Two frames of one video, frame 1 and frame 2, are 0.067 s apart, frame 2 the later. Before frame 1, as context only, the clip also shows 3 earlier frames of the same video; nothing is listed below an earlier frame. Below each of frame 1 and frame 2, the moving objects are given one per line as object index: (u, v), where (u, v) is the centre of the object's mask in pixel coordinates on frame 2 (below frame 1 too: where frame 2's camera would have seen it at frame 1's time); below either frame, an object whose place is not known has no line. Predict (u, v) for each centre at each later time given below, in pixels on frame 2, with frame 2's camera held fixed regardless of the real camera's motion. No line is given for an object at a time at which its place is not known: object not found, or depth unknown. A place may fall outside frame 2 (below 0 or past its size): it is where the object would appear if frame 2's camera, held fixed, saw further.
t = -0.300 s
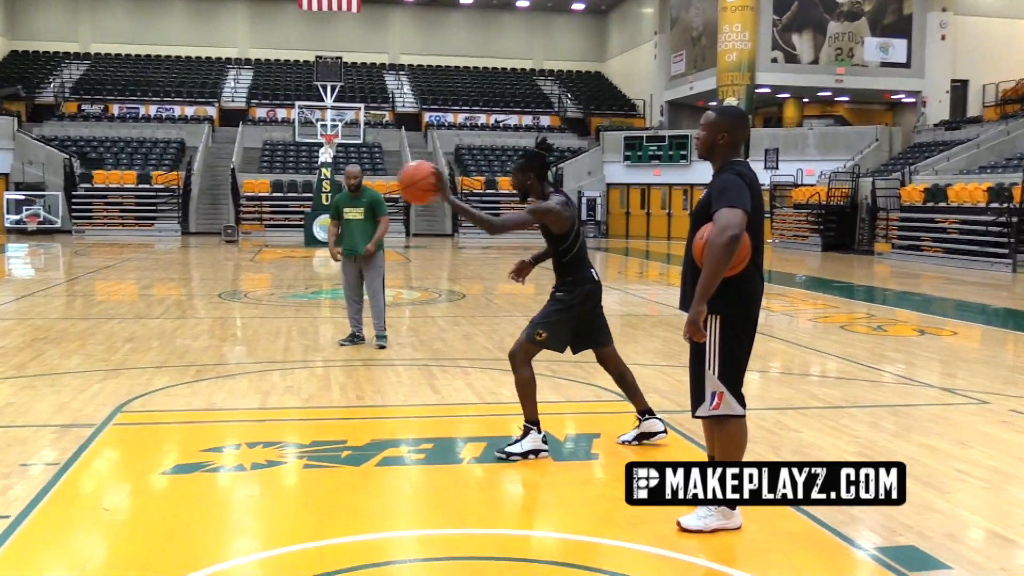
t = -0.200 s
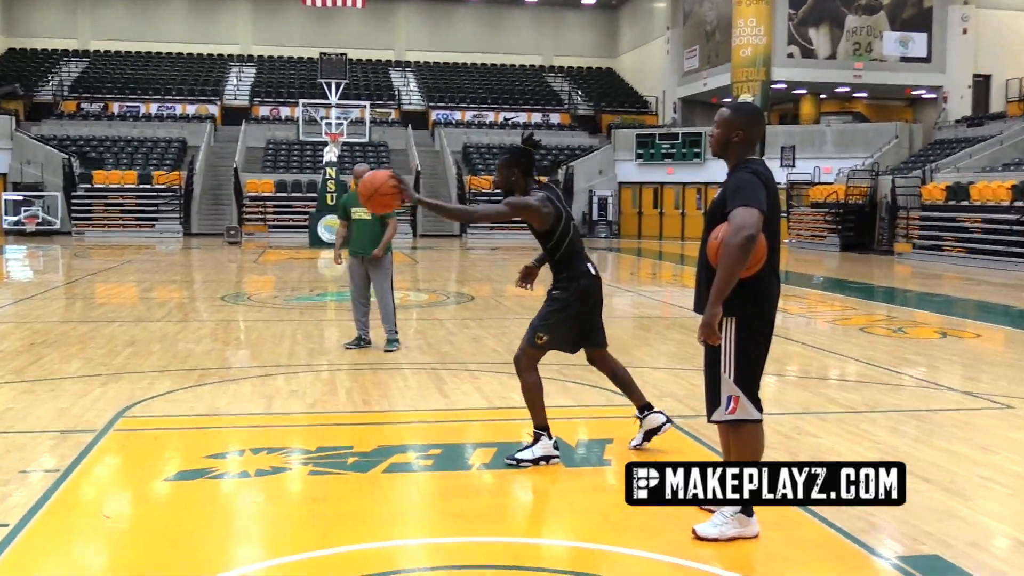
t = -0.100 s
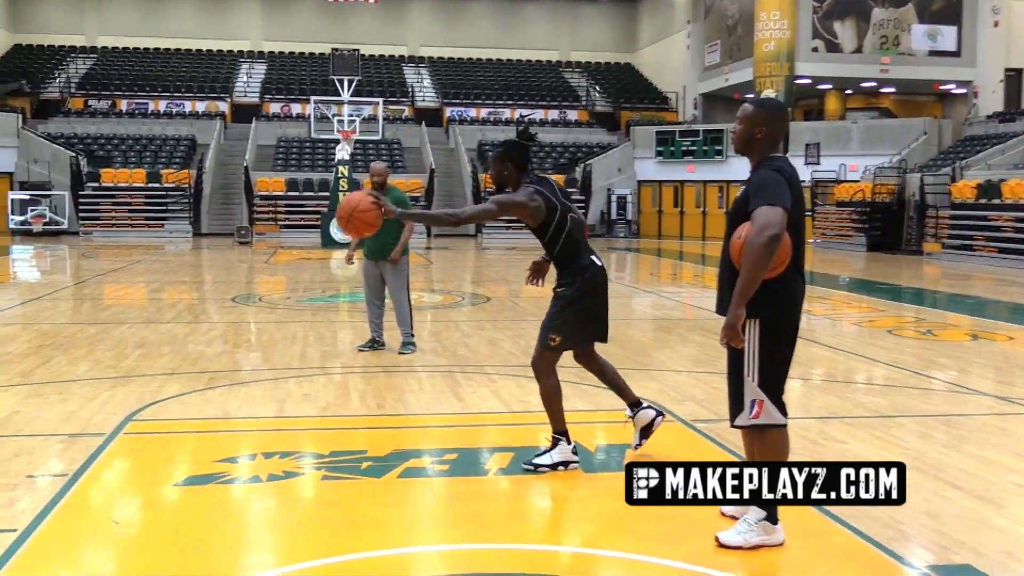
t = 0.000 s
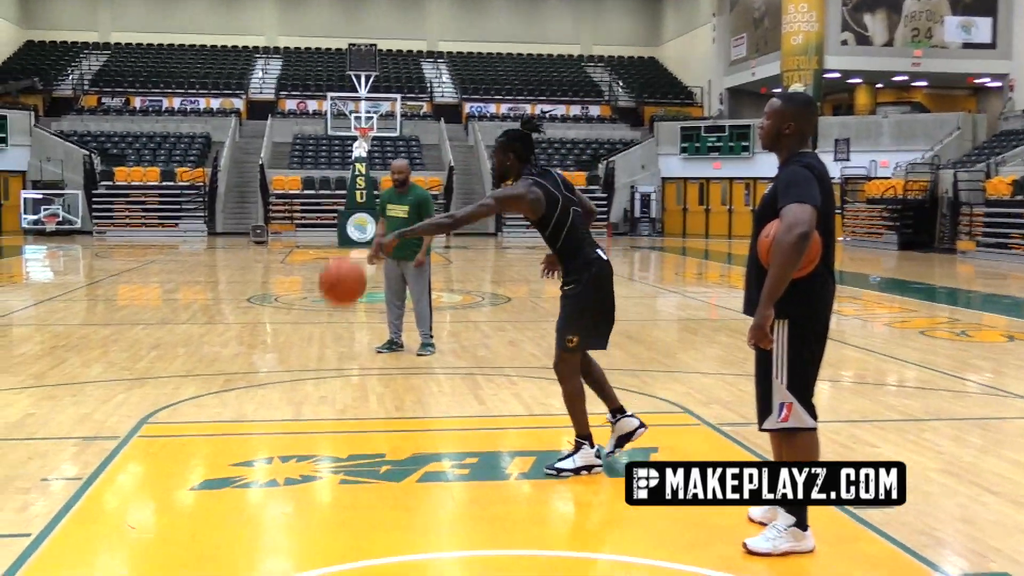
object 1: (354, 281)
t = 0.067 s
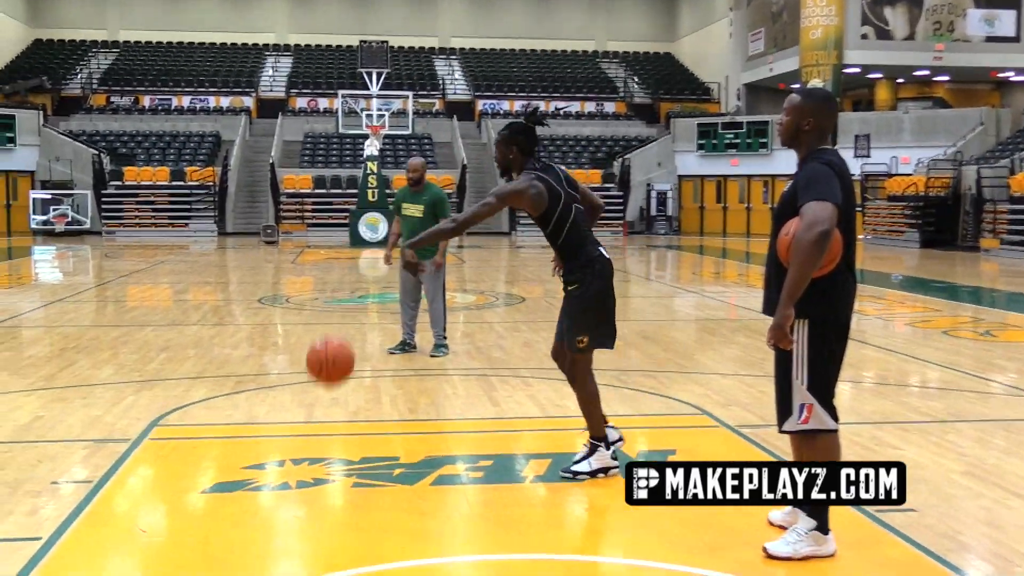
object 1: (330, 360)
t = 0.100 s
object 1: (318, 403)
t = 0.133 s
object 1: (307, 448)
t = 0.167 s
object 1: (301, 453)
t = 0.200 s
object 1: (298, 421)
